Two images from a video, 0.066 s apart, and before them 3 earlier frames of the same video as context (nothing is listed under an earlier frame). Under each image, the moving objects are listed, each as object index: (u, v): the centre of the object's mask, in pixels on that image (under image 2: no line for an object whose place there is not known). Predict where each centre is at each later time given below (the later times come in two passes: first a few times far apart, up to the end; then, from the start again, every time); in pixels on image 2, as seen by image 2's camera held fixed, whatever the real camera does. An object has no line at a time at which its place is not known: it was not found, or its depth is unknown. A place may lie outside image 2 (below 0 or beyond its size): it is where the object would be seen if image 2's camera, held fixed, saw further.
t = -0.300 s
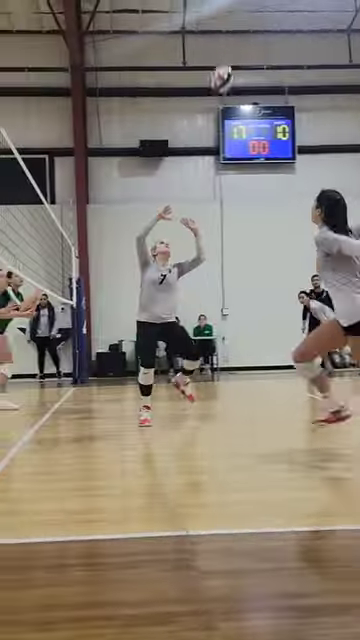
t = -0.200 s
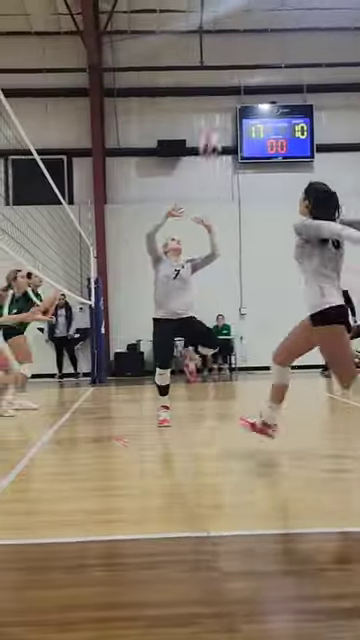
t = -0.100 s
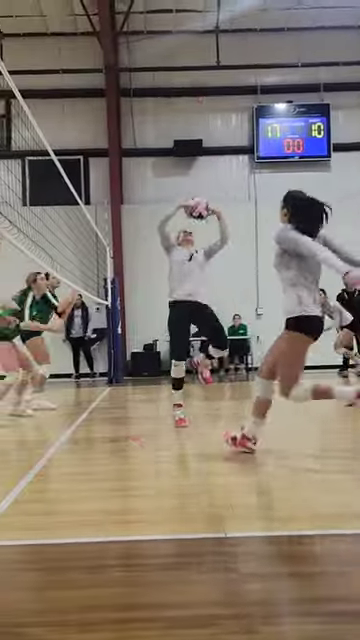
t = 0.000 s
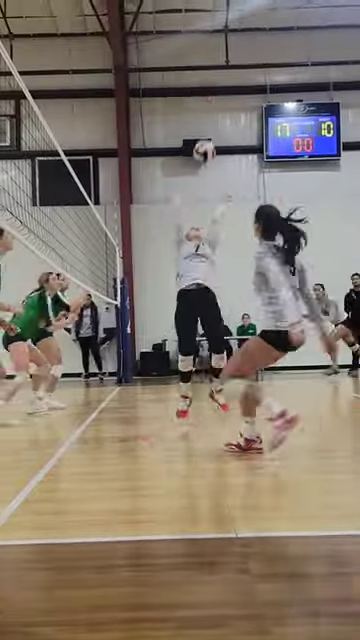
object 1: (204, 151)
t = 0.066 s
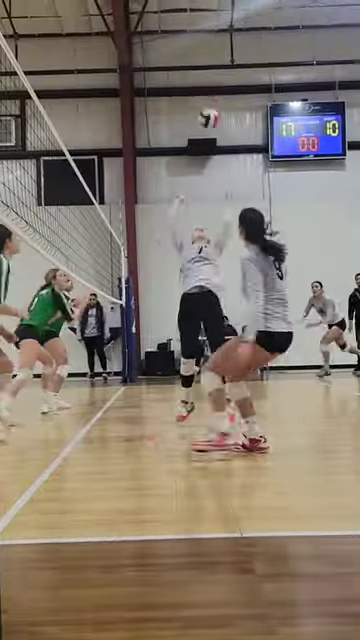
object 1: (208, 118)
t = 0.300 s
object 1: (204, 56)
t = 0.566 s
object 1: (203, 53)
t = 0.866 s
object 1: (202, 109)
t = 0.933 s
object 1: (202, 128)
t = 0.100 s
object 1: (208, 104)
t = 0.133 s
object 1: (207, 92)
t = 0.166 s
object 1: (206, 83)
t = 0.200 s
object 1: (206, 73)
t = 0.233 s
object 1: (206, 66)
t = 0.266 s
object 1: (205, 60)
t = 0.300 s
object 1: (204, 56)
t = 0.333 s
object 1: (204, 52)
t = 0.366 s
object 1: (203, 49)
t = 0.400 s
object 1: (203, 48)
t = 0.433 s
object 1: (203, 47)
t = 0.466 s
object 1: (202, 47)
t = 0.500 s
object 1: (201, 47)
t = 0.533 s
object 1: (202, 50)
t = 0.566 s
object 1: (203, 53)
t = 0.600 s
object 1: (202, 58)
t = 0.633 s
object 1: (202, 62)
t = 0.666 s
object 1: (203, 65)
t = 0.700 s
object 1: (202, 72)
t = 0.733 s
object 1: (203, 80)
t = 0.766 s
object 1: (202, 86)
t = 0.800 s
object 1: (202, 93)
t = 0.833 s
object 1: (202, 102)
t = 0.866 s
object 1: (202, 109)
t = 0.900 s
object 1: (202, 120)
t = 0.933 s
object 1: (202, 128)
